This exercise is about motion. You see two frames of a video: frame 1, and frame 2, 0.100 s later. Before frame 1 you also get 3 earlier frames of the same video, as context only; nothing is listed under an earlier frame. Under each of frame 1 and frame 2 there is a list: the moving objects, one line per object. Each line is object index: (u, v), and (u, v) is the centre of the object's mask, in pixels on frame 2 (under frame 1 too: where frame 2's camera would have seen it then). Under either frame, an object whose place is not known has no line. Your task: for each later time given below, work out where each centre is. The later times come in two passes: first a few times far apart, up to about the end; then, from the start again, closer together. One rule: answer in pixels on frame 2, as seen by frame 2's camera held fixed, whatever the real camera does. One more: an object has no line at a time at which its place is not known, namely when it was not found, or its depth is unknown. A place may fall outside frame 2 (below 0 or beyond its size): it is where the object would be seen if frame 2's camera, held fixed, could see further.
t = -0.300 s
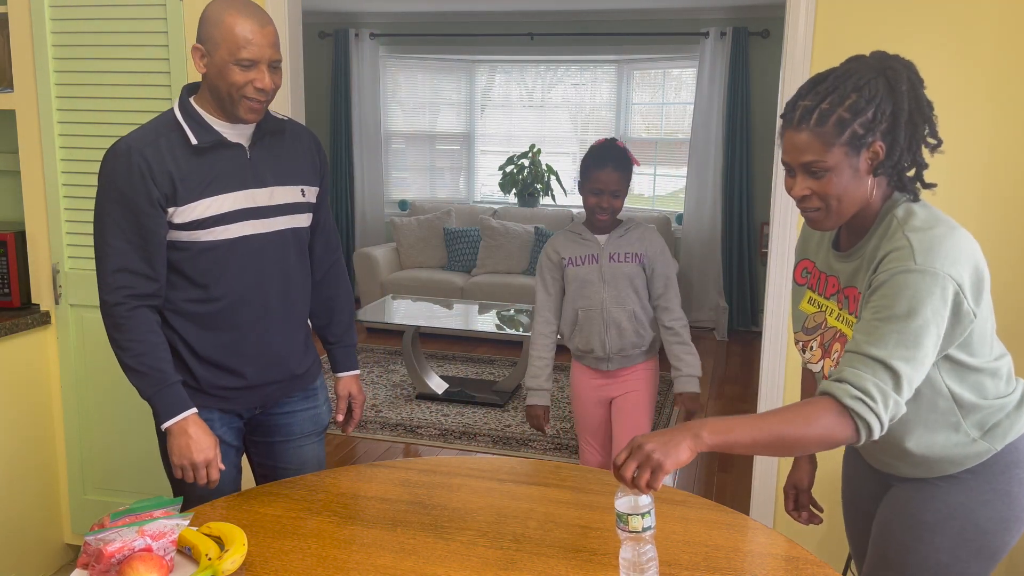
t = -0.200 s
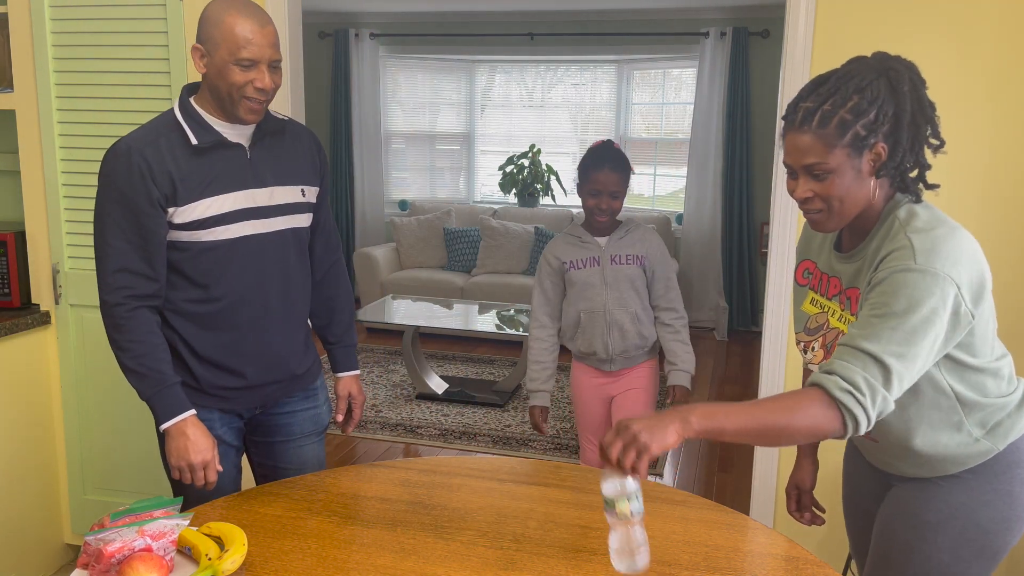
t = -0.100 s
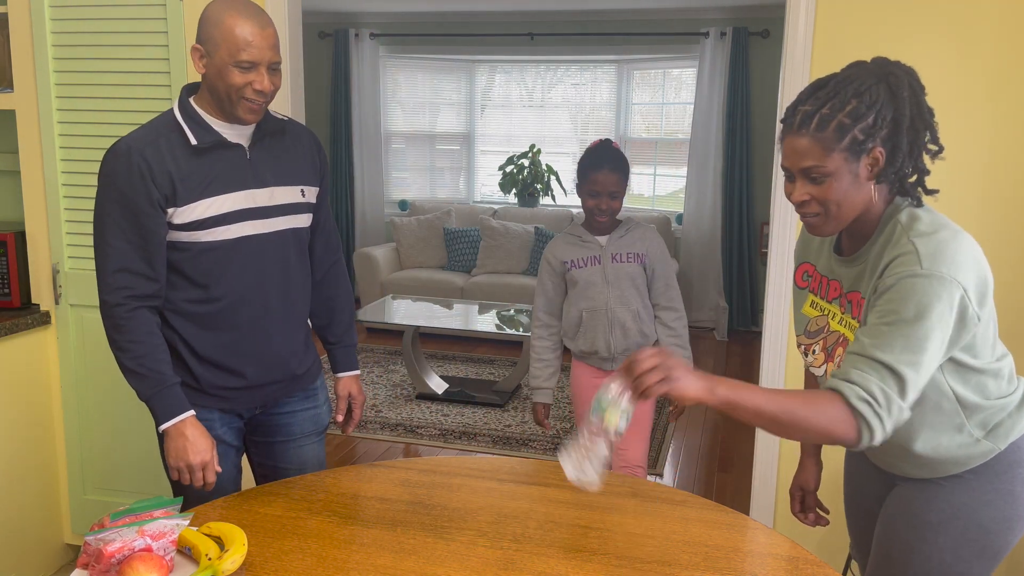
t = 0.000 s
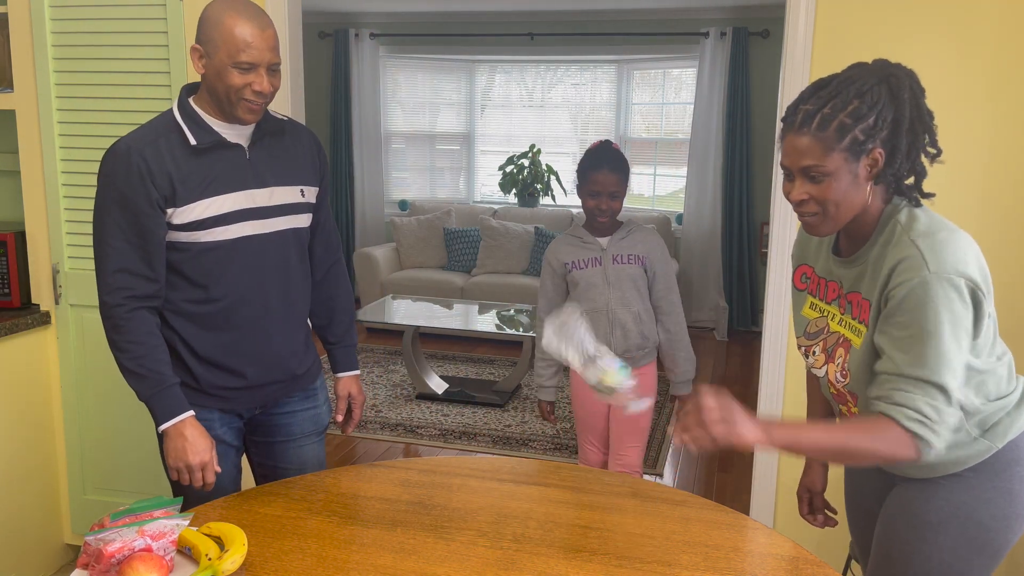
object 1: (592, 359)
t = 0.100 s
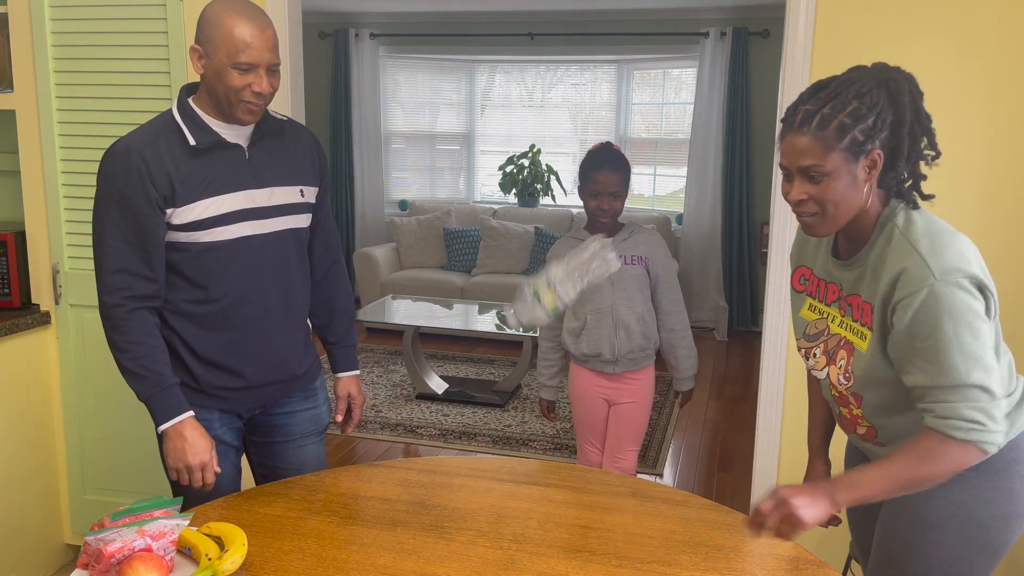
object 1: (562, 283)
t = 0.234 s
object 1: (576, 266)
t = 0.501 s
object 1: (603, 523)
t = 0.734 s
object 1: (644, 548)
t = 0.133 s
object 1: (563, 266)
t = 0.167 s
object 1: (568, 258)
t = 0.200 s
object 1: (572, 258)
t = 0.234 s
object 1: (576, 266)
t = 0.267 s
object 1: (580, 281)
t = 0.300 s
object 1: (582, 302)
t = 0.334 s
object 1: (585, 331)
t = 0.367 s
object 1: (589, 364)
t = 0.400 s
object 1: (591, 404)
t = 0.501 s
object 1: (603, 523)
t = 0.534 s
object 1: (616, 524)
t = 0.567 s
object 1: (626, 528)
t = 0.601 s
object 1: (633, 535)
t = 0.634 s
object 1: (638, 546)
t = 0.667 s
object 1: (641, 547)
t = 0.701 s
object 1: (643, 548)
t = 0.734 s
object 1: (644, 548)
